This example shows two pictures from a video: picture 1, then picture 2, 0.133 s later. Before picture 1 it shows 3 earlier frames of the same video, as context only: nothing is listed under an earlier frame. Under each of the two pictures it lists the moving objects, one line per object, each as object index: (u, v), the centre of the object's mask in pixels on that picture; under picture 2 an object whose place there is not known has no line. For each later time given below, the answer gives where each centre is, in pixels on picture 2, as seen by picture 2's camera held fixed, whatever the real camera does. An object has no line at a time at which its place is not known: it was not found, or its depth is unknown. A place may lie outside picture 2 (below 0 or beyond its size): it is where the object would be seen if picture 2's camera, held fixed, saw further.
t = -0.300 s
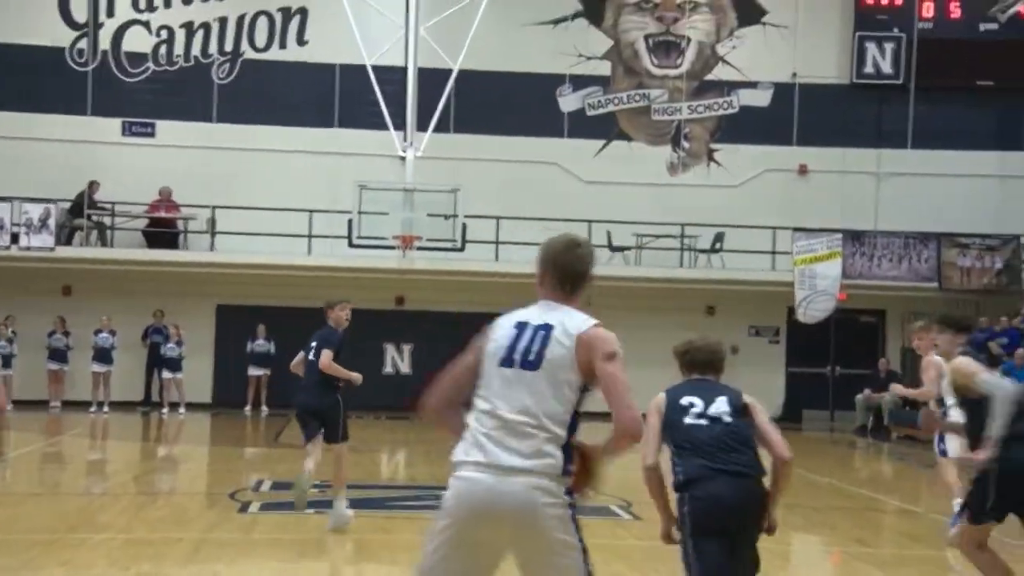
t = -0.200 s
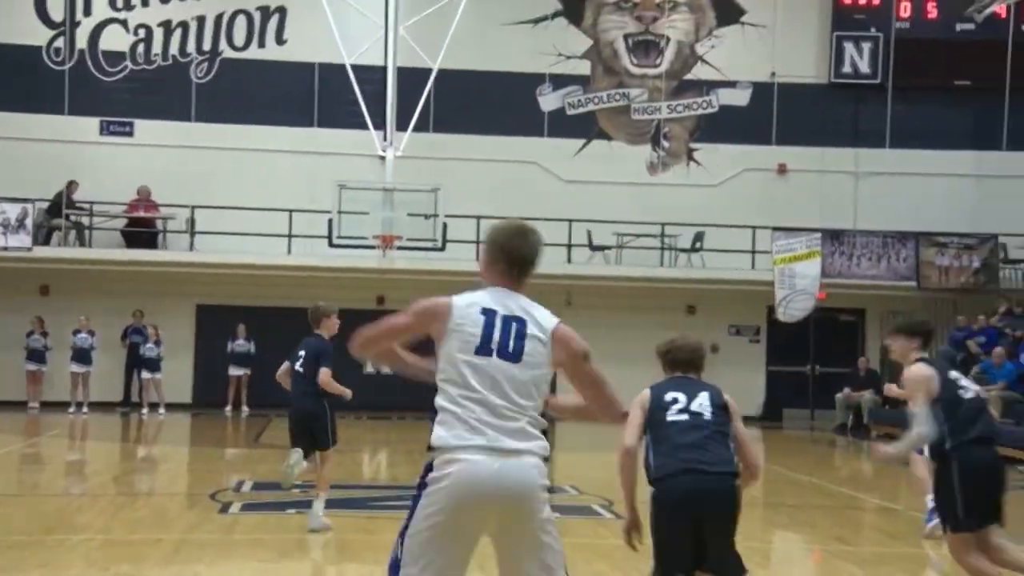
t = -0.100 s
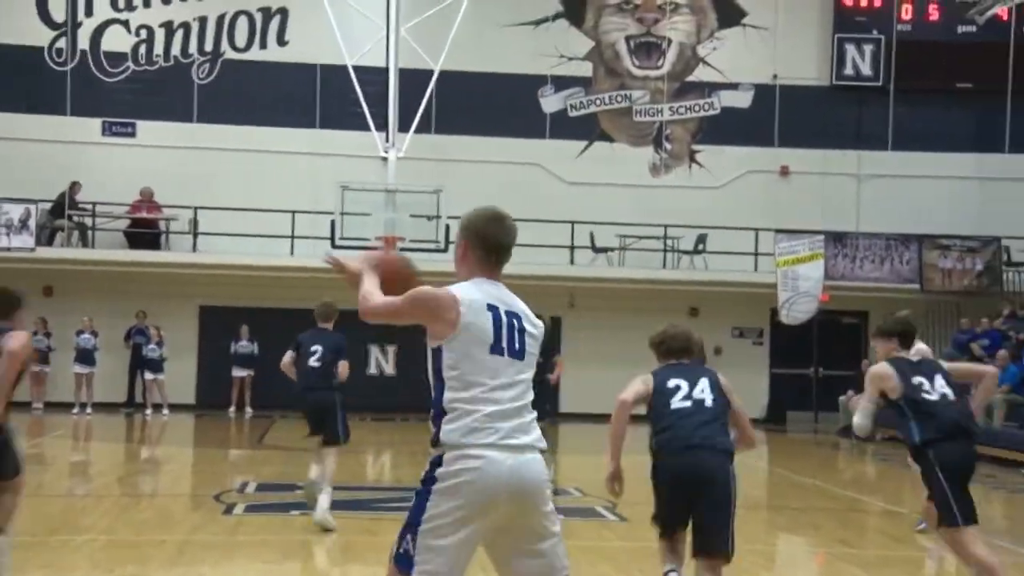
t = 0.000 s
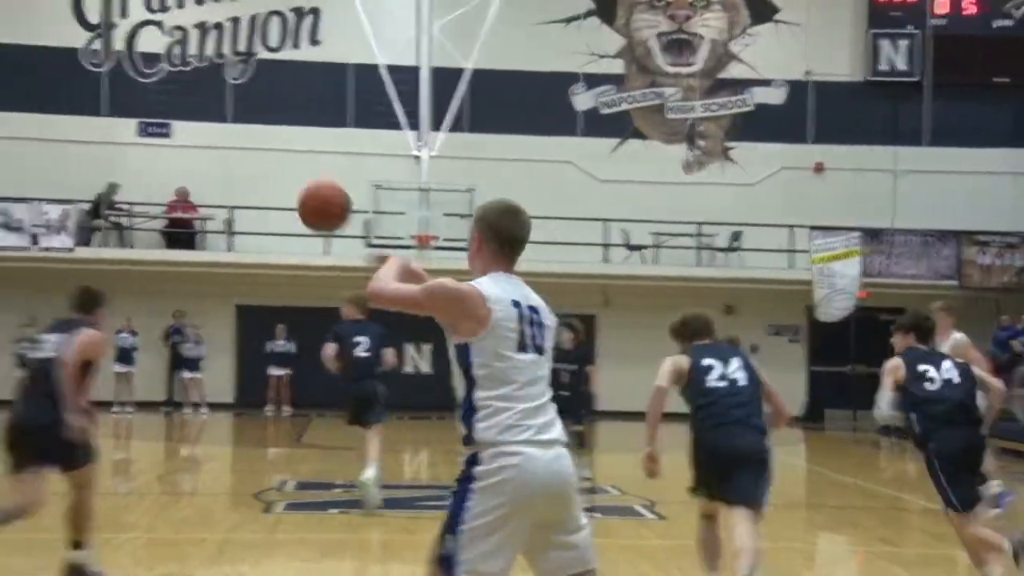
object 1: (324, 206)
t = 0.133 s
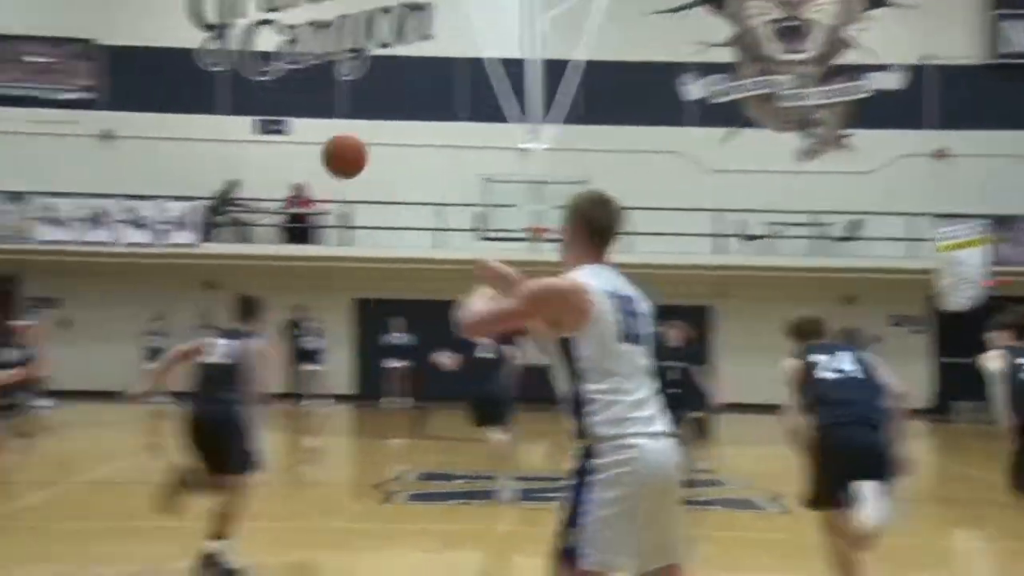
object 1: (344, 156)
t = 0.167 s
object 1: (324, 152)
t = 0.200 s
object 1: (308, 152)
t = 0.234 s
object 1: (293, 151)
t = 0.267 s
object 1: (279, 149)
